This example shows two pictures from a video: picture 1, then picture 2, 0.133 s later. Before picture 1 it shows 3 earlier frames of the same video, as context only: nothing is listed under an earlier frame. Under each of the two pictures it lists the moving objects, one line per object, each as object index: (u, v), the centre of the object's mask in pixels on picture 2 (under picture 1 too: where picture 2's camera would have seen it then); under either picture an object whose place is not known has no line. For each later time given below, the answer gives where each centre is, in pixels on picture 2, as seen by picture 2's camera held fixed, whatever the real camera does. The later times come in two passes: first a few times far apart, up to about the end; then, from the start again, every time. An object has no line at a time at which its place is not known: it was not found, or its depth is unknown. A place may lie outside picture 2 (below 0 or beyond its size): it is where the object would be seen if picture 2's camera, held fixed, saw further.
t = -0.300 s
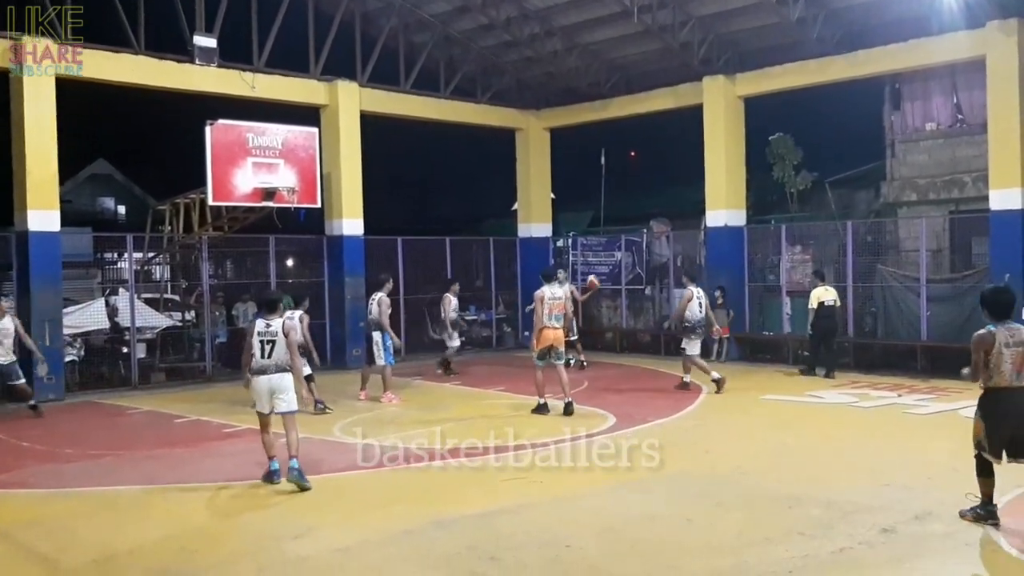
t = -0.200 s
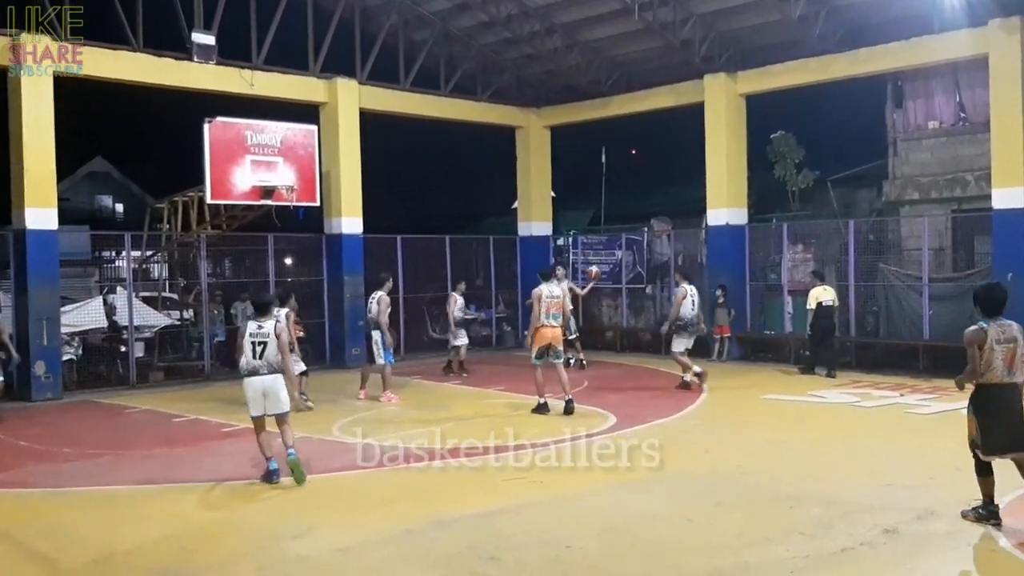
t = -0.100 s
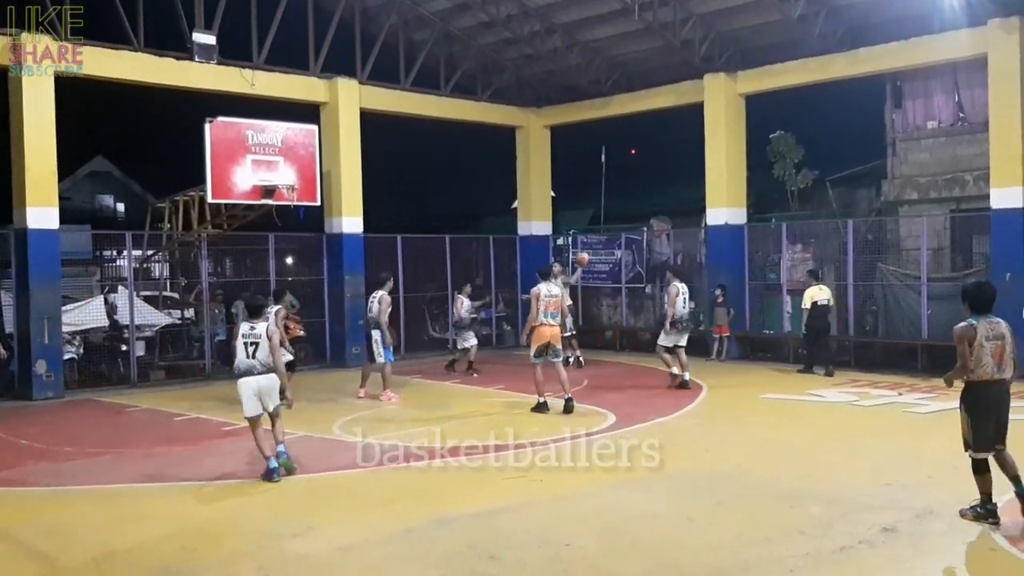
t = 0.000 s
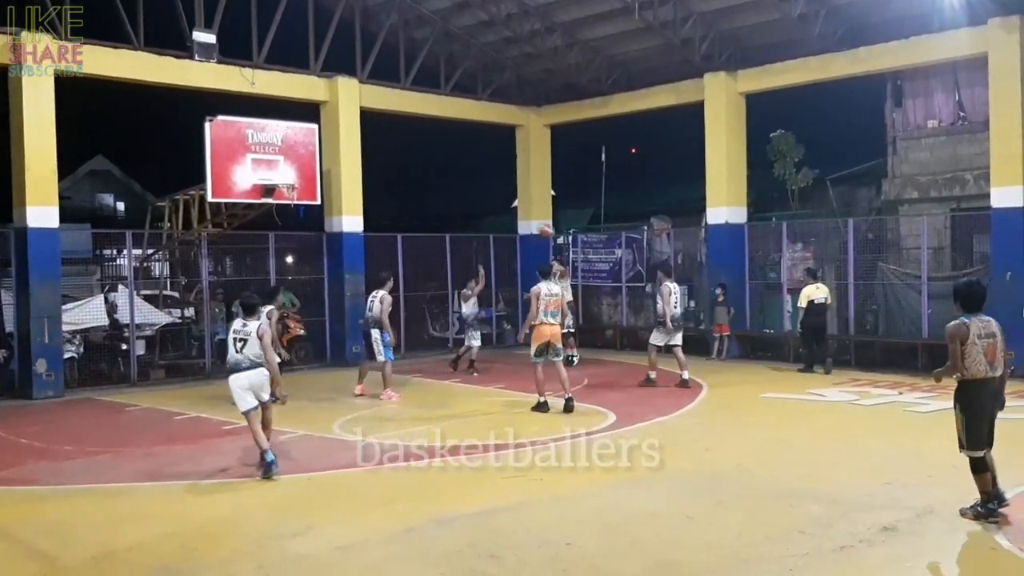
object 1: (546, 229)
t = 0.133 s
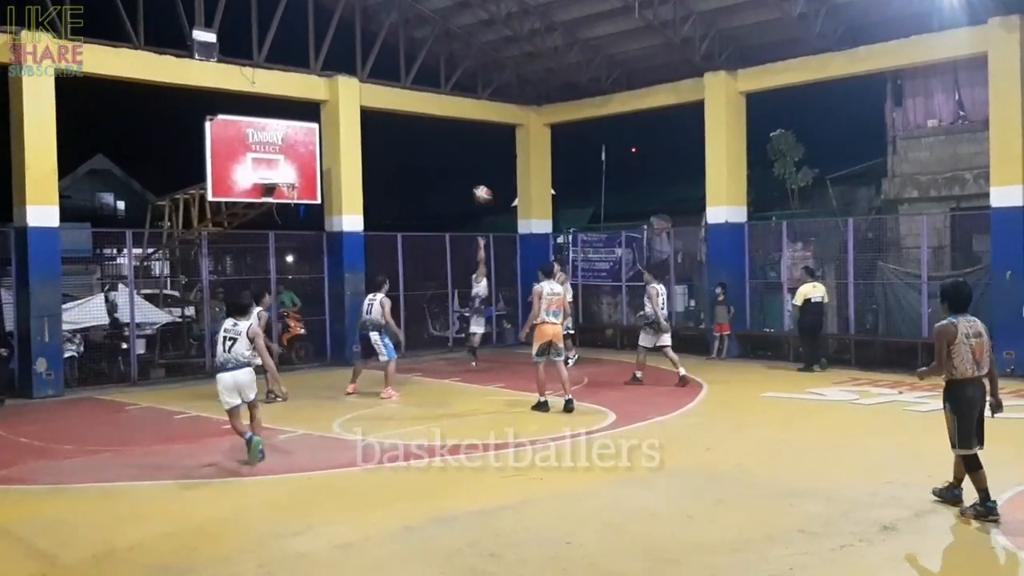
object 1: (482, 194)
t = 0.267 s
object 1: (412, 165)
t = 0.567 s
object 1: (220, 131)
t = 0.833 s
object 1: (-4, 152)
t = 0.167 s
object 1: (465, 186)
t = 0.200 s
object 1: (448, 179)
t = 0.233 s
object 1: (430, 171)
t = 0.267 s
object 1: (412, 165)
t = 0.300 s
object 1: (393, 158)
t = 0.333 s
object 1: (374, 153)
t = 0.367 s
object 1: (355, 149)
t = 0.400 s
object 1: (334, 144)
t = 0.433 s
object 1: (313, 141)
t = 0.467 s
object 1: (290, 137)
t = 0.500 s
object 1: (267, 134)
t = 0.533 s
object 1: (244, 133)
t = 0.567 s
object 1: (220, 131)
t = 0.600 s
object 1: (196, 129)
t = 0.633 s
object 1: (171, 130)
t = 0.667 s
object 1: (145, 131)
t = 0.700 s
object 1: (117, 133)
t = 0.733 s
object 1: (89, 137)
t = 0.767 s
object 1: (61, 141)
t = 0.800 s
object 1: (28, 147)
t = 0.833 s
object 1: (-4, 152)
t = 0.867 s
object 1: (-37, 160)
